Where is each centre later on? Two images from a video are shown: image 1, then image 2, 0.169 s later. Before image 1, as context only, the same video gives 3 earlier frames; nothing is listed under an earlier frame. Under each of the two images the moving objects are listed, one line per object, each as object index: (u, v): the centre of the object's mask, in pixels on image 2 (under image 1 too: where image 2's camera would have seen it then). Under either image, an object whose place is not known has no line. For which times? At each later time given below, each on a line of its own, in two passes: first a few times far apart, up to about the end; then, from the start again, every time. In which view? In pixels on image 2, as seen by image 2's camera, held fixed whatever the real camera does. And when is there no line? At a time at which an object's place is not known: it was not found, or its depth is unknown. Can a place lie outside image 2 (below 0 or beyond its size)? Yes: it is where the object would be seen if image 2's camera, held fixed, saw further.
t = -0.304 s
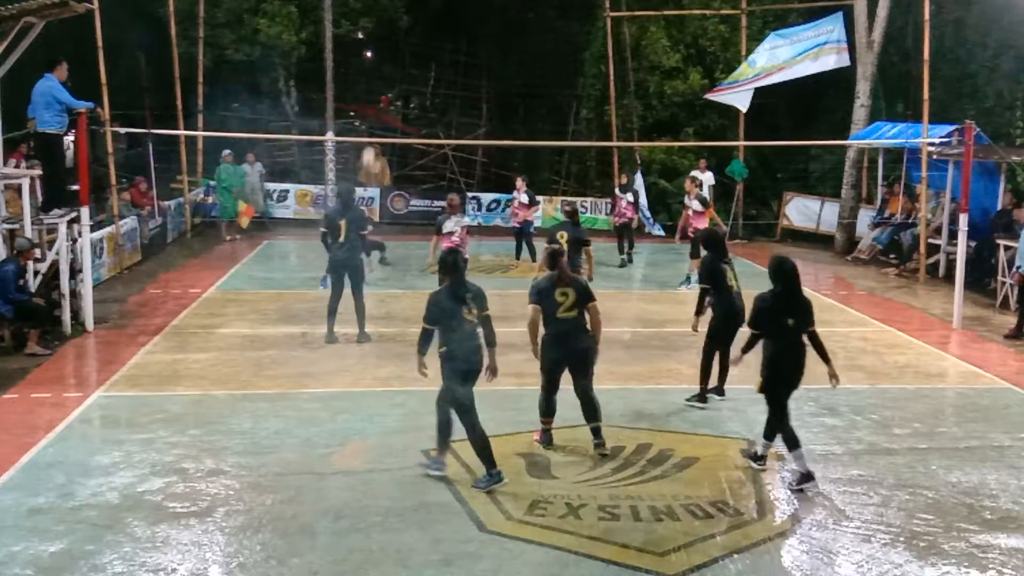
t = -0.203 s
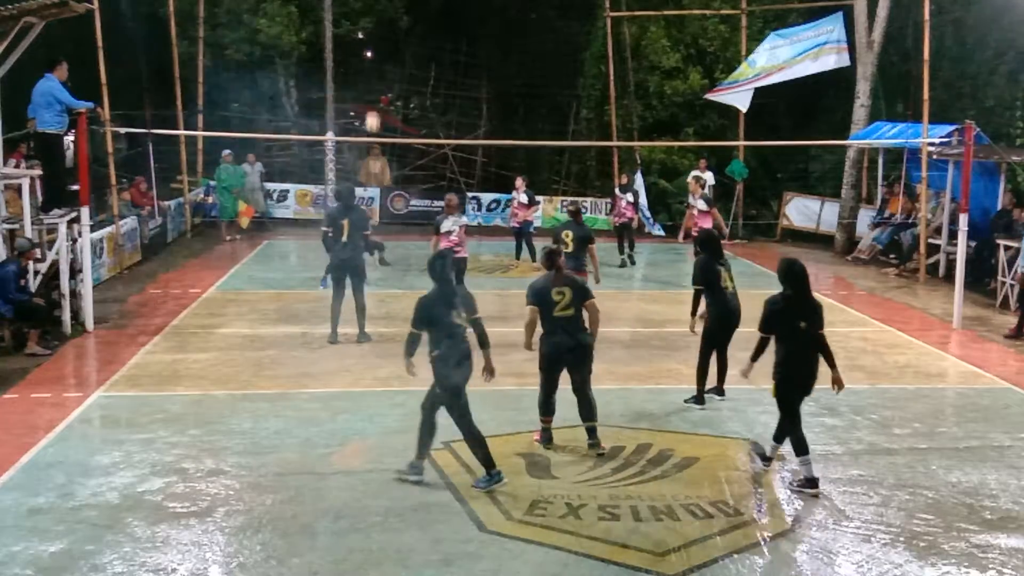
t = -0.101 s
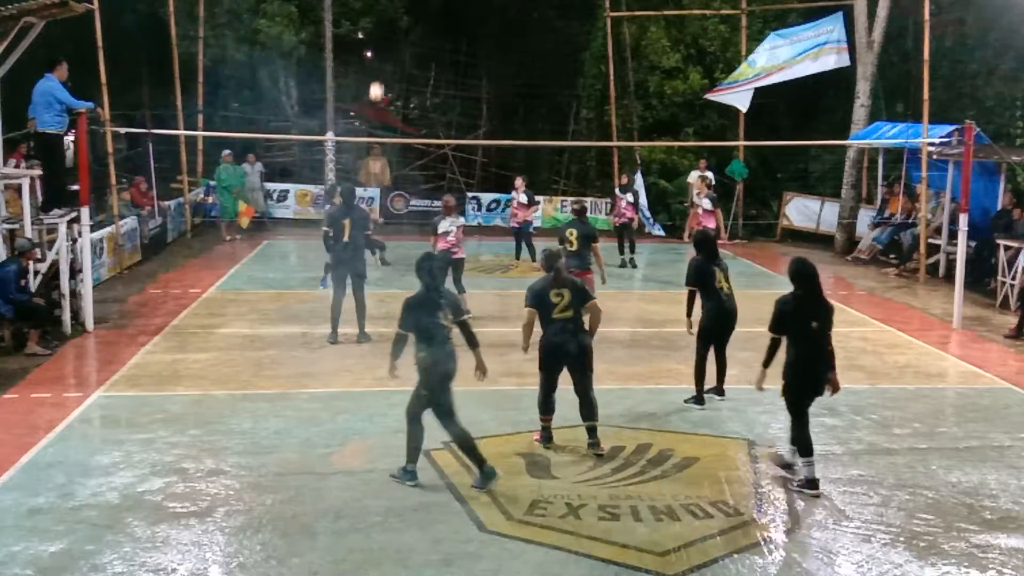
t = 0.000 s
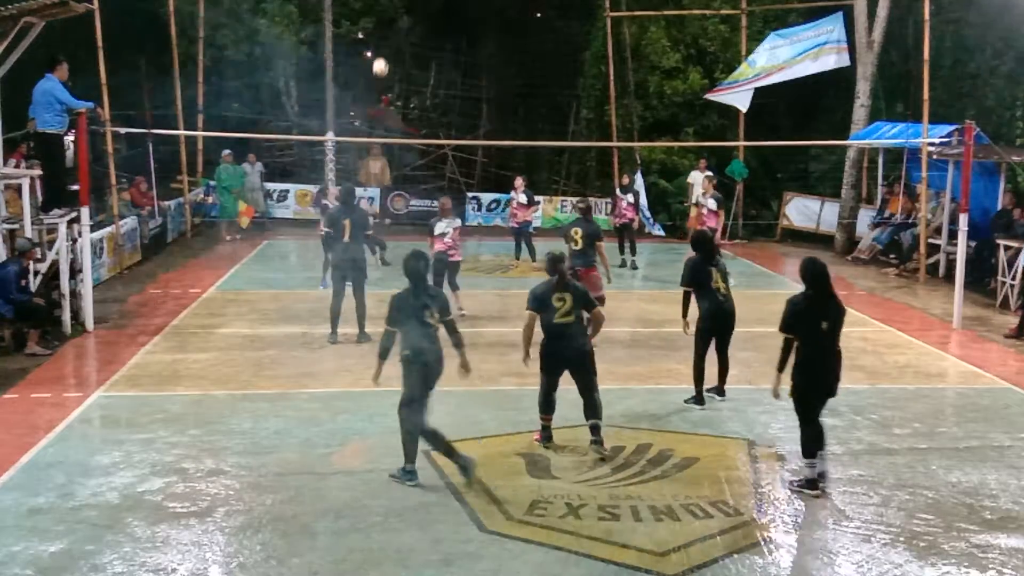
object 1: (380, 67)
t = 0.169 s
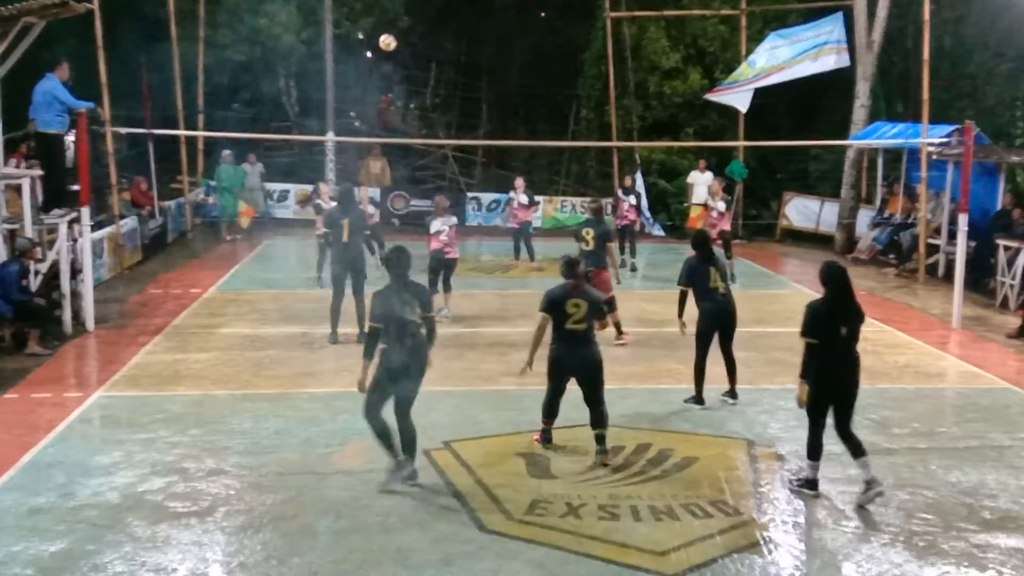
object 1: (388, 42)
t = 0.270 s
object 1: (393, 37)
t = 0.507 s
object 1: (403, 53)
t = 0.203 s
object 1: (389, 40)
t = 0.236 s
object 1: (391, 38)
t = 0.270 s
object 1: (393, 37)
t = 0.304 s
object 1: (394, 37)
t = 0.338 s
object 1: (395, 37)
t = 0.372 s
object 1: (397, 38)
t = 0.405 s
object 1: (398, 41)
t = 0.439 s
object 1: (399, 43)
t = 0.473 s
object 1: (401, 48)
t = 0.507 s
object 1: (403, 53)
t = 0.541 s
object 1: (405, 59)
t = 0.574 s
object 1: (407, 66)
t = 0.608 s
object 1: (409, 74)
